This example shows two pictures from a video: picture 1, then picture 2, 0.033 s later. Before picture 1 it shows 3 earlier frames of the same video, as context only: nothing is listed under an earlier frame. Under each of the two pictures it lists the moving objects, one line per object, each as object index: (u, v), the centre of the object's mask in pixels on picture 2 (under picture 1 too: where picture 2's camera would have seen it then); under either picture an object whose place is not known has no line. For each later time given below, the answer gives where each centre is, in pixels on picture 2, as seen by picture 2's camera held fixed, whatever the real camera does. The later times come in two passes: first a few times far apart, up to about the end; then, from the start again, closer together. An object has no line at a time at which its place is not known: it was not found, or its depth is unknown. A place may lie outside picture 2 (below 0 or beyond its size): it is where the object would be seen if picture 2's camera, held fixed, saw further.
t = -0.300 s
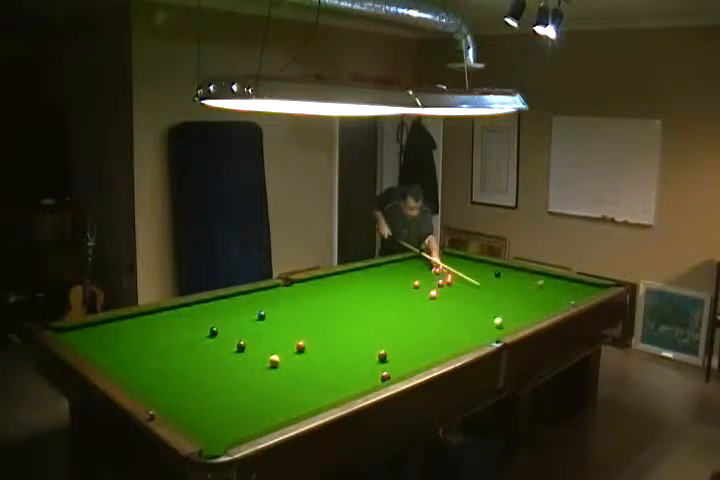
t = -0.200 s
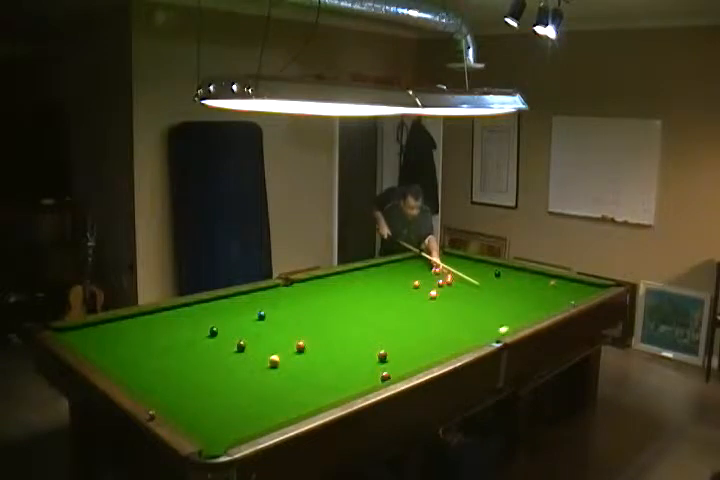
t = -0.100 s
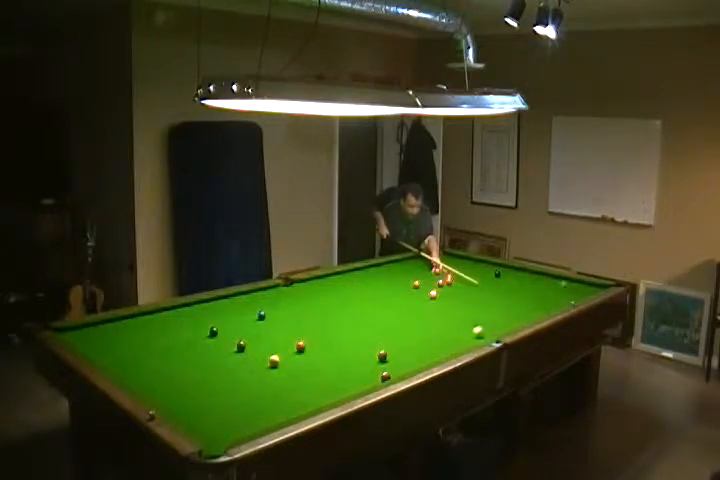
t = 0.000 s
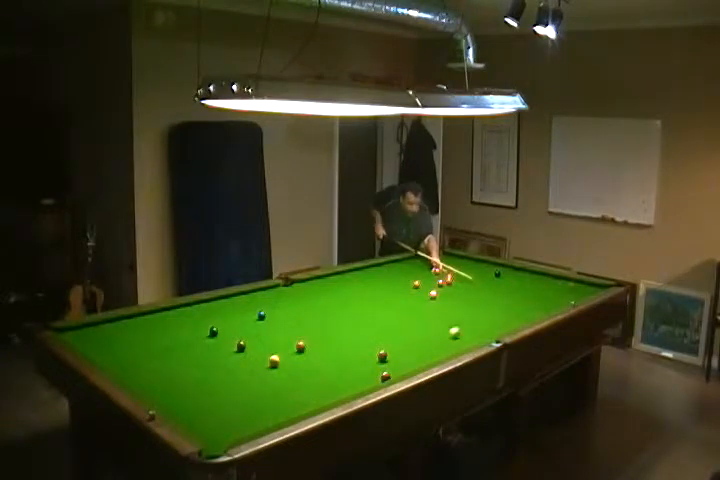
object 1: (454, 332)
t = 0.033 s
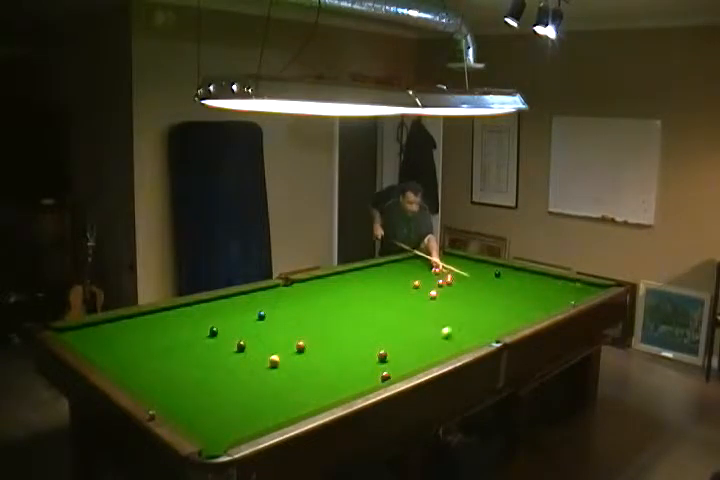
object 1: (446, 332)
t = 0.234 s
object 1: (398, 334)
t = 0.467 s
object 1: (342, 335)
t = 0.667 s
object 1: (294, 336)
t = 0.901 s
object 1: (240, 336)
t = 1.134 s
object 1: (186, 336)
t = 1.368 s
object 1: (133, 337)
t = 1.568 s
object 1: (90, 338)
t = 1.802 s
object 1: (75, 330)
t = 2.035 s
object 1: (99, 327)
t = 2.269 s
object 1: (128, 327)
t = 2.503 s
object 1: (155, 326)
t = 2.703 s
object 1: (177, 326)
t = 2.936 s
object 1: (204, 325)
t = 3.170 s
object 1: (229, 325)
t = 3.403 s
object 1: (252, 325)
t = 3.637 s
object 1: (275, 325)
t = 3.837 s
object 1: (294, 324)
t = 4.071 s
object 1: (315, 324)
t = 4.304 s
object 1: (335, 324)
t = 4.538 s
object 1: (353, 323)
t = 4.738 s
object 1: (368, 323)
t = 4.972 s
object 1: (385, 322)
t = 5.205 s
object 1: (400, 322)
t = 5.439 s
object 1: (414, 322)
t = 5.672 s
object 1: (428, 321)
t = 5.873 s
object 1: (439, 321)
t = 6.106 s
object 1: (450, 321)
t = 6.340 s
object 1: (460, 320)
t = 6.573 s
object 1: (470, 320)
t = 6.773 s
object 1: (477, 320)
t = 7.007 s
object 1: (484, 320)
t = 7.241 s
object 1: (491, 319)
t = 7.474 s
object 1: (495, 319)
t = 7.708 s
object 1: (501, 319)
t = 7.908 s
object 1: (503, 319)
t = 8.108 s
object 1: (505, 319)
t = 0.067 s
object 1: (438, 333)
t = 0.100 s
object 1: (430, 333)
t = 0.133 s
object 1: (422, 333)
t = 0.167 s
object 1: (414, 333)
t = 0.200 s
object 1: (406, 333)
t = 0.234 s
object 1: (398, 334)
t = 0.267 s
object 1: (391, 334)
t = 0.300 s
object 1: (382, 334)
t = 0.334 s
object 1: (374, 334)
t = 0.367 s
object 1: (366, 335)
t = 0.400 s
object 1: (358, 335)
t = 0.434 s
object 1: (350, 335)
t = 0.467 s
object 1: (342, 335)
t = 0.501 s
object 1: (335, 335)
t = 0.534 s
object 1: (327, 335)
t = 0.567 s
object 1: (318, 335)
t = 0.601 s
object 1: (311, 336)
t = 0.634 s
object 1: (303, 335)
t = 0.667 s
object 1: (294, 336)
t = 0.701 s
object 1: (286, 336)
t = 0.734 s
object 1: (278, 336)
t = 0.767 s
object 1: (271, 336)
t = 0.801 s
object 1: (263, 336)
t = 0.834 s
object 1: (255, 336)
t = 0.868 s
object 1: (247, 336)
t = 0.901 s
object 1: (240, 336)
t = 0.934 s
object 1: (232, 337)
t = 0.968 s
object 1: (224, 336)
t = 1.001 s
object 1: (217, 336)
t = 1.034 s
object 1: (208, 337)
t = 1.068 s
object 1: (201, 336)
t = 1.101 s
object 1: (194, 336)
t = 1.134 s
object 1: (186, 336)
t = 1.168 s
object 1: (179, 337)
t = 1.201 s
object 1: (171, 337)
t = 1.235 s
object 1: (164, 337)
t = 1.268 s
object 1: (156, 337)
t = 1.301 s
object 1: (148, 337)
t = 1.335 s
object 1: (141, 337)
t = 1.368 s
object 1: (133, 337)
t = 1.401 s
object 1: (126, 337)
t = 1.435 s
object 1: (119, 337)
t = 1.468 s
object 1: (112, 338)
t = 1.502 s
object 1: (105, 338)
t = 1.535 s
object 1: (97, 337)
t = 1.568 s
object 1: (90, 338)
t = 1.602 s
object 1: (83, 337)
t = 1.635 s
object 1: (76, 337)
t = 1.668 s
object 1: (69, 337)
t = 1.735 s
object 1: (70, 333)
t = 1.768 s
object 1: (73, 332)
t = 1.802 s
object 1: (75, 330)
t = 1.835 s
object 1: (77, 329)
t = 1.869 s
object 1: (78, 327)
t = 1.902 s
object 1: (82, 327)
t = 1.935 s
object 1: (86, 327)
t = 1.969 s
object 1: (90, 327)
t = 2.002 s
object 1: (95, 326)
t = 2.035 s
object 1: (99, 327)
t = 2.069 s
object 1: (103, 326)
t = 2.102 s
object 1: (107, 326)
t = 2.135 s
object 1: (112, 327)
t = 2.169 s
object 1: (116, 327)
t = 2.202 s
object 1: (120, 327)
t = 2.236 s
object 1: (123, 327)
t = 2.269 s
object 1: (128, 327)
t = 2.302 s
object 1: (132, 326)
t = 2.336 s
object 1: (136, 326)
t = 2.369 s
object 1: (140, 326)
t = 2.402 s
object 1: (144, 326)
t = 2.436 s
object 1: (148, 327)
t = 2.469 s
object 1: (151, 326)
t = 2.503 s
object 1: (155, 326)
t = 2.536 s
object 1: (159, 326)
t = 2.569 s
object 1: (162, 326)
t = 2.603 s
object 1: (166, 326)
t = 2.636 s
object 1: (170, 326)
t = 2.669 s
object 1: (174, 326)
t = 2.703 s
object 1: (177, 326)
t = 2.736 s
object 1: (181, 326)
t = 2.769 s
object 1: (185, 326)
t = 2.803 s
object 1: (189, 326)
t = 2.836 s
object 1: (193, 325)
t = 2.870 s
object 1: (197, 325)
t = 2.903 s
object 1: (200, 325)
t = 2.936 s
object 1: (204, 325)
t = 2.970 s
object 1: (207, 325)
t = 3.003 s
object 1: (211, 325)
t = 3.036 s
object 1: (215, 324)
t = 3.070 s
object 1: (219, 325)
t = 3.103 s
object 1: (222, 325)
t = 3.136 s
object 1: (225, 325)
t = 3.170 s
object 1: (229, 325)
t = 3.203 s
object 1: (232, 325)
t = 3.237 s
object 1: (236, 325)
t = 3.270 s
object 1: (239, 325)
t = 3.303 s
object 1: (242, 325)
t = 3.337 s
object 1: (246, 325)
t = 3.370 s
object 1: (249, 325)
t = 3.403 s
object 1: (252, 325)
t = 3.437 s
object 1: (256, 325)
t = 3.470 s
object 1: (260, 325)
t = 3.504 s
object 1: (262, 325)
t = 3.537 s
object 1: (266, 325)
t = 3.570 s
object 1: (269, 325)
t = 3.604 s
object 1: (273, 325)
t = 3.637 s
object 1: (275, 325)
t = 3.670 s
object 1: (279, 325)
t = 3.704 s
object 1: (282, 325)
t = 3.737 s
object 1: (285, 324)
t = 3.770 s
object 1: (288, 325)
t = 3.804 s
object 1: (291, 325)
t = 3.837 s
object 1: (294, 324)
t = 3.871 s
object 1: (297, 325)
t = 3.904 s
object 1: (300, 325)
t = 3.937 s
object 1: (303, 325)
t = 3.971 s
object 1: (306, 325)
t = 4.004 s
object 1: (309, 324)
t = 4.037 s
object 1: (312, 324)
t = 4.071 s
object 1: (315, 324)
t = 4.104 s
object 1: (318, 324)
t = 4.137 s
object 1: (321, 324)
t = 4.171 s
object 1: (324, 324)
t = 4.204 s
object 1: (326, 324)
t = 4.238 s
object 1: (329, 324)
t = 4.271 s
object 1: (332, 324)
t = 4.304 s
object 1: (335, 324)
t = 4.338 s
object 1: (337, 324)
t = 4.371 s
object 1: (340, 324)
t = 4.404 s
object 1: (342, 323)
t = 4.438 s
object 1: (345, 323)
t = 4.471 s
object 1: (348, 323)
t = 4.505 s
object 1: (351, 323)
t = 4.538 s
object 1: (353, 323)
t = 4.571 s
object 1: (356, 323)
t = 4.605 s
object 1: (358, 323)
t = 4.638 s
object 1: (361, 323)
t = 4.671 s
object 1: (363, 323)
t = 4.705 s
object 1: (366, 323)
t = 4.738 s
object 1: (368, 323)
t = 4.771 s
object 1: (371, 323)
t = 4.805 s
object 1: (373, 323)
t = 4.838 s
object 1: (375, 322)
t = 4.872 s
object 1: (378, 322)
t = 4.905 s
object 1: (380, 322)
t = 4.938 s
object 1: (382, 322)
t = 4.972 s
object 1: (385, 322)
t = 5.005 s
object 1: (387, 322)
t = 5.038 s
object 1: (389, 322)
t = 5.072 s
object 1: (391, 322)
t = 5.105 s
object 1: (394, 322)
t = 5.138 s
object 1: (396, 322)
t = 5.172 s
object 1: (398, 322)
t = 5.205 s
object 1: (400, 322)
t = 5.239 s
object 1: (402, 322)
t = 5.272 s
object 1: (404, 322)
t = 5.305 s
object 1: (406, 322)
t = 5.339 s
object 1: (408, 322)
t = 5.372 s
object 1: (411, 322)
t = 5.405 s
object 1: (412, 321)
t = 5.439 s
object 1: (414, 322)
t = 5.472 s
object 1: (416, 322)
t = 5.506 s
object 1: (419, 322)
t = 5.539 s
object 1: (421, 322)
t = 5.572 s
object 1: (422, 321)
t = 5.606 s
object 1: (424, 321)
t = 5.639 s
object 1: (426, 321)
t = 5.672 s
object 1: (428, 321)
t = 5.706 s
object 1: (430, 321)
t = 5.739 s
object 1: (432, 321)
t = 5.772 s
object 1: (434, 321)
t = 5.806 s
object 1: (436, 321)
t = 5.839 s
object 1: (437, 321)
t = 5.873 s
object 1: (439, 321)
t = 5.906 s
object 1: (440, 321)
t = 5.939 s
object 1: (442, 321)
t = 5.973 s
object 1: (444, 321)
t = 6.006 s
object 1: (446, 321)
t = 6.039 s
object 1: (447, 321)
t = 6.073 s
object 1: (449, 321)
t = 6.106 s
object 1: (450, 321)
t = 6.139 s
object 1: (452, 320)
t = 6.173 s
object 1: (453, 321)
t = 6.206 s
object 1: (455, 321)
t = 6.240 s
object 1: (456, 321)
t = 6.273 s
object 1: (458, 320)
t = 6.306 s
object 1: (459, 320)
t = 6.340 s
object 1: (460, 320)
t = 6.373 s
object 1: (462, 320)
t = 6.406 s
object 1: (463, 320)
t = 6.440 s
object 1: (464, 320)
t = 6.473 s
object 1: (466, 320)
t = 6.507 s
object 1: (467, 320)
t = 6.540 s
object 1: (468, 320)
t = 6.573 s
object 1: (470, 320)
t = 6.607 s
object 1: (471, 320)
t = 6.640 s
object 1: (472, 320)
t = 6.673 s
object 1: (473, 320)
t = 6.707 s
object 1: (475, 320)
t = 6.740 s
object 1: (476, 320)
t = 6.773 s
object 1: (477, 320)
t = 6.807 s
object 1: (478, 320)
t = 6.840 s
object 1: (479, 320)
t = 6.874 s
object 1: (480, 320)
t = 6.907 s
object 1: (481, 320)
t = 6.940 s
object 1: (482, 319)
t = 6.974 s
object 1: (484, 320)
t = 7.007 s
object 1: (484, 320)
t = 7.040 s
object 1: (485, 320)
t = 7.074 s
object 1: (486, 320)
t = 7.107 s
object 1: (487, 319)
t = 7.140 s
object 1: (488, 319)
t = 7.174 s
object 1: (489, 319)
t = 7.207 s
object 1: (490, 319)
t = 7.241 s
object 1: (491, 319)
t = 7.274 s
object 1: (492, 319)
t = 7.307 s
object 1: (493, 319)
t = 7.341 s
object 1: (493, 319)
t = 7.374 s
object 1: (494, 319)
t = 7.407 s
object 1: (495, 319)
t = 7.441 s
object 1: (495, 319)
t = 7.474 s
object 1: (495, 319)
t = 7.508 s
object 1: (497, 319)
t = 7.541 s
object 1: (497, 319)
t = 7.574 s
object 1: (498, 319)
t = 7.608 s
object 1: (499, 319)
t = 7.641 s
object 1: (499, 319)
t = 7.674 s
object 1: (500, 319)
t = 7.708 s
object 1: (501, 319)
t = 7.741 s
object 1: (501, 318)
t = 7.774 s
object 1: (502, 319)
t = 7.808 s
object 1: (502, 319)
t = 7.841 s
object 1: (503, 319)
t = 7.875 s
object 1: (503, 319)
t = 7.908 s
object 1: (503, 319)
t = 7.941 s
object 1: (504, 319)
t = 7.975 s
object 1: (504, 319)
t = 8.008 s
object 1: (505, 319)
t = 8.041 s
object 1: (505, 319)
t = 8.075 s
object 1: (505, 319)
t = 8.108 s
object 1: (505, 319)
